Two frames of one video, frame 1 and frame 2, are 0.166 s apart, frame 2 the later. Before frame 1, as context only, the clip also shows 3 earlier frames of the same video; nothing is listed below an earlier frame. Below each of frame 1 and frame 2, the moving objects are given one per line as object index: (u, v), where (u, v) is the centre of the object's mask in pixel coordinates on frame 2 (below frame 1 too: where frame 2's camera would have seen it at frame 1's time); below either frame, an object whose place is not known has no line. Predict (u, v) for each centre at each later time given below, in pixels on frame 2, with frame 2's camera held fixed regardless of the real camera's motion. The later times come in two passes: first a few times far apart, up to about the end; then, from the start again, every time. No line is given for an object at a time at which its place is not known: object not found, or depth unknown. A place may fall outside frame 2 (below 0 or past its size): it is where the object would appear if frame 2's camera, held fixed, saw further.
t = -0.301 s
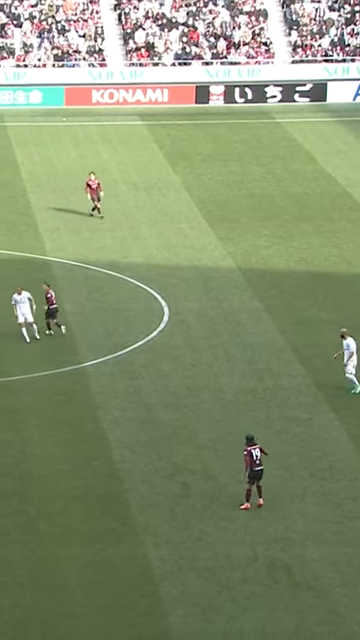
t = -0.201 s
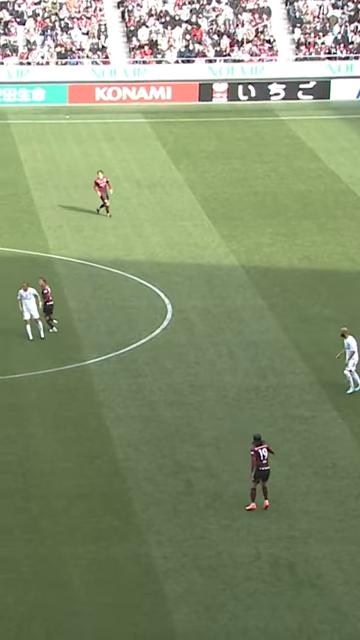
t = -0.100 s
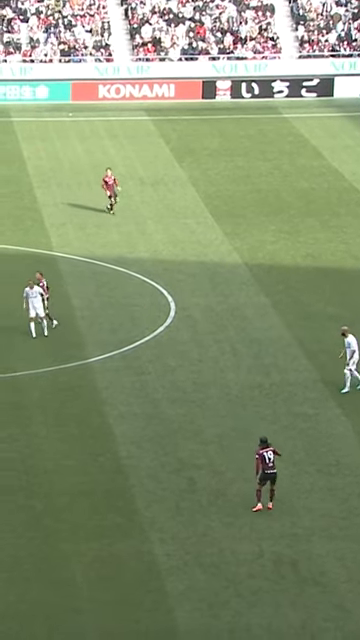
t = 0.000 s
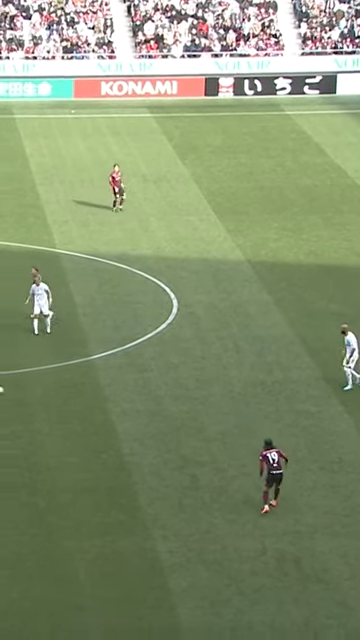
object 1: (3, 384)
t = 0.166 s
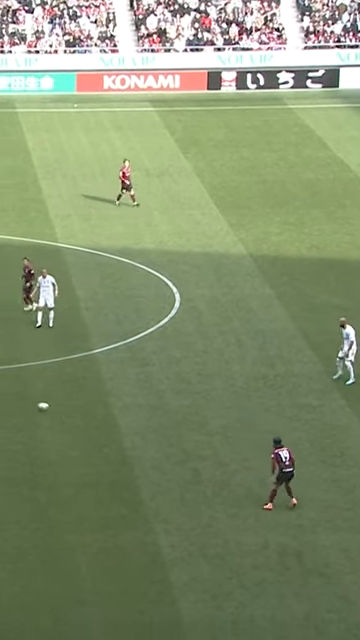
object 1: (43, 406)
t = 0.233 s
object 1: (59, 415)
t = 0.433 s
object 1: (106, 441)
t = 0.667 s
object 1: (157, 471)
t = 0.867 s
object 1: (198, 495)
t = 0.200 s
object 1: (51, 411)
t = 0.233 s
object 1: (59, 415)
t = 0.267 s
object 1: (67, 419)
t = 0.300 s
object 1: (75, 425)
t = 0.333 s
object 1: (83, 429)
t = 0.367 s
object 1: (91, 432)
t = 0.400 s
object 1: (99, 436)
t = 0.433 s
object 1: (106, 441)
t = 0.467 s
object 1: (114, 446)
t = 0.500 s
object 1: (121, 450)
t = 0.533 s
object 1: (128, 454)
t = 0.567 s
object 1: (136, 458)
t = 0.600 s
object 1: (143, 463)
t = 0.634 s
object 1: (150, 467)
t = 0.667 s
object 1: (157, 471)
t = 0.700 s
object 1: (165, 474)
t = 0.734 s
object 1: (171, 478)
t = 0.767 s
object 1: (178, 483)
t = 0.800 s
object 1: (185, 488)
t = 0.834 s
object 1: (191, 491)
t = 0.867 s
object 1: (198, 495)
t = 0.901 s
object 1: (204, 498)
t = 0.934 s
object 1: (210, 502)
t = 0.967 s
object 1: (216, 507)
